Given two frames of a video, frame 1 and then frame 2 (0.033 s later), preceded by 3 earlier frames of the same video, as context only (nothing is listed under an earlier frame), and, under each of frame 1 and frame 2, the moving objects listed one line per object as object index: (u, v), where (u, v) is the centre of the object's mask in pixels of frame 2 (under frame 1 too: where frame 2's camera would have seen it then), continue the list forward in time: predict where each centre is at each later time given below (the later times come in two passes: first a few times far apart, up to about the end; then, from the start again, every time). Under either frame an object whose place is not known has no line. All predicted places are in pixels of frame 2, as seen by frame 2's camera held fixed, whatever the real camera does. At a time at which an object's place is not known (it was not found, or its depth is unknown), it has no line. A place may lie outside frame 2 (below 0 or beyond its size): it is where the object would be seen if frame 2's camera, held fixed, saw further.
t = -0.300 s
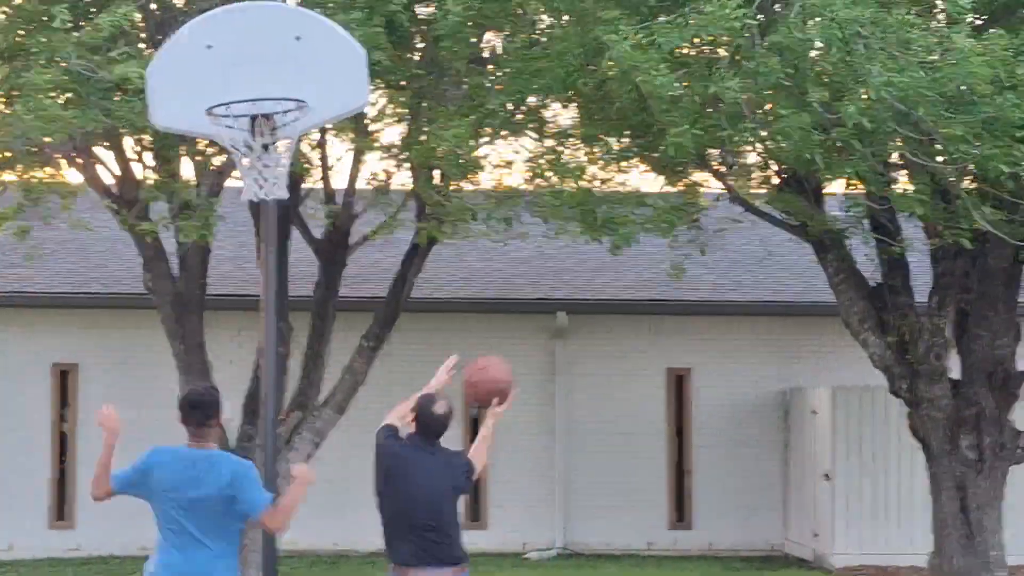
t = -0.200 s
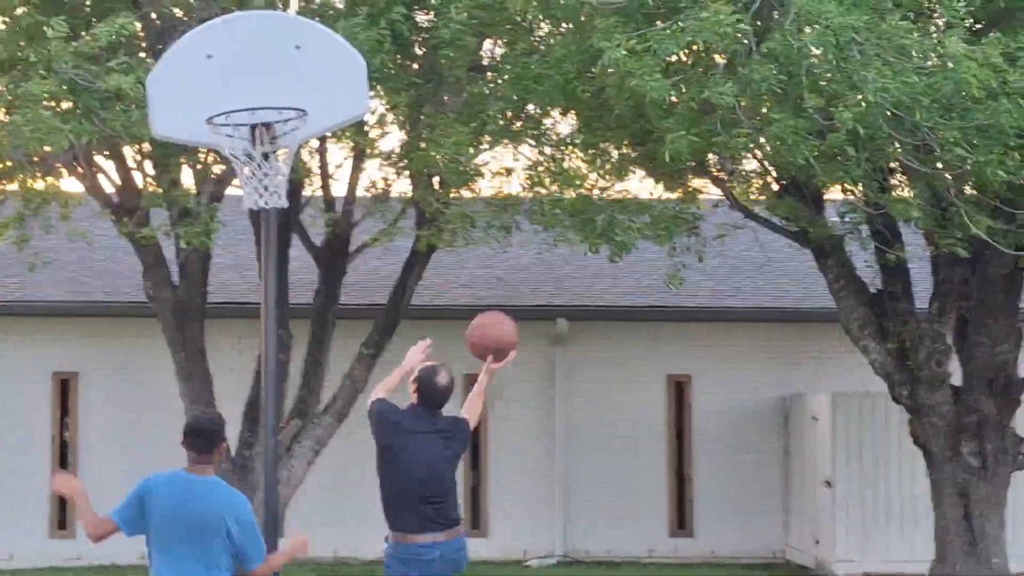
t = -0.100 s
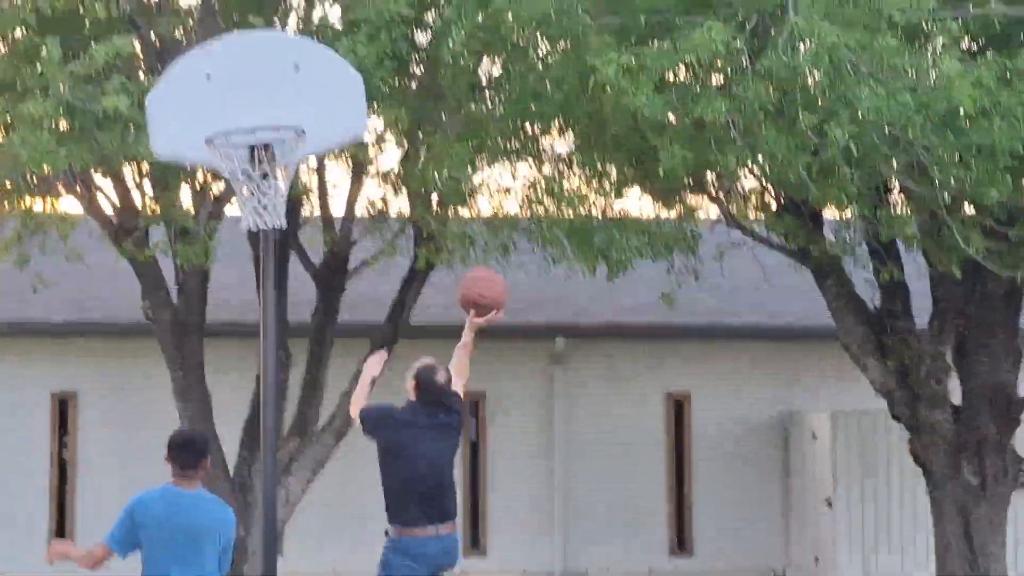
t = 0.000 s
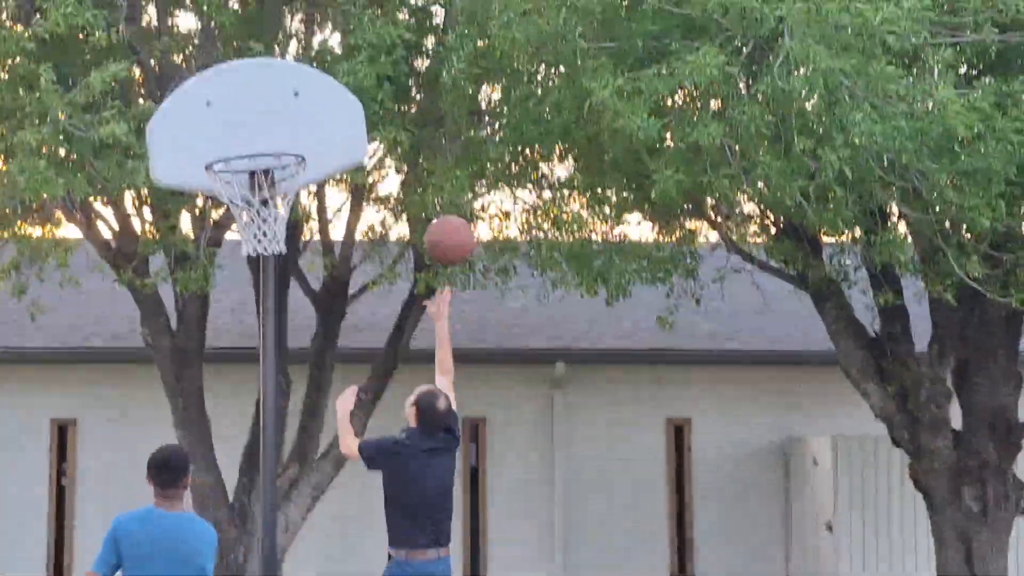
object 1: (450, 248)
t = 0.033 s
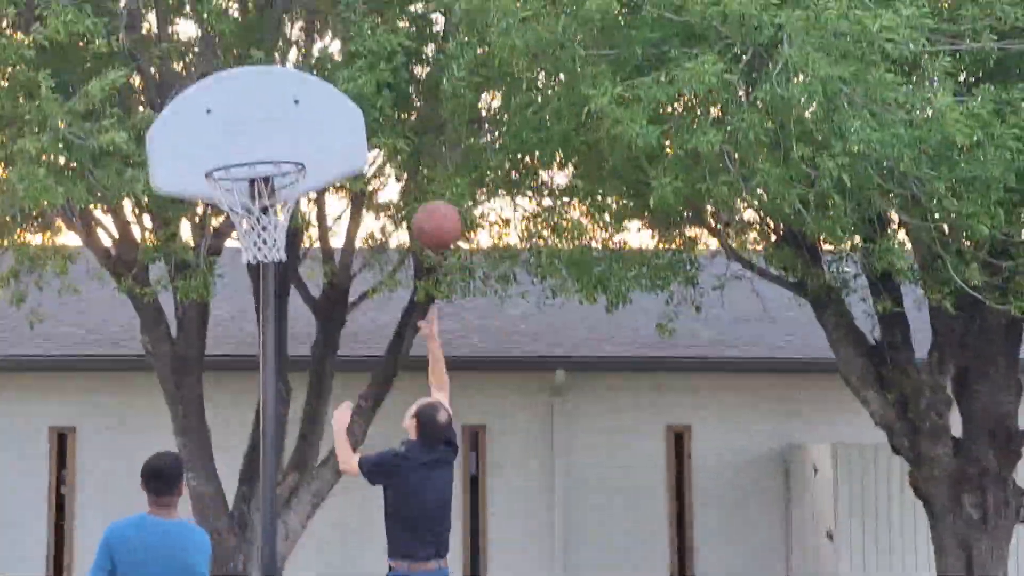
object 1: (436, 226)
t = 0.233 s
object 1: (366, 143)
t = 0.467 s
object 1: (304, 142)
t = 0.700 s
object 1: (310, 149)
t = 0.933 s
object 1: (336, 238)
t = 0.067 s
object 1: (425, 205)
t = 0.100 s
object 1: (413, 188)
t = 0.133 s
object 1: (402, 173)
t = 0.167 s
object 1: (390, 161)
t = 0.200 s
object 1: (378, 151)
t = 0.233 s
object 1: (366, 143)
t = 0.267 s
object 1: (355, 137)
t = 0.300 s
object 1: (343, 134)
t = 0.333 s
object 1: (335, 132)
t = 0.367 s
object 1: (327, 132)
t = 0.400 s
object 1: (320, 133)
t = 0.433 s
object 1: (312, 137)
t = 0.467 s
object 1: (304, 142)
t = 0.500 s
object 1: (297, 148)
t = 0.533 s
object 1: (299, 144)
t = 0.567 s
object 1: (301, 141)
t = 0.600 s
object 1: (303, 140)
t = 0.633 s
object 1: (305, 141)
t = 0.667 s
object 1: (308, 144)
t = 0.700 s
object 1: (310, 149)
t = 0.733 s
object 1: (313, 156)
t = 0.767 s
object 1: (317, 166)
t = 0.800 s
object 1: (321, 176)
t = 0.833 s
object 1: (323, 188)
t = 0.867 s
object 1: (328, 203)
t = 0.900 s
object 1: (333, 220)
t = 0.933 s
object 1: (336, 238)
